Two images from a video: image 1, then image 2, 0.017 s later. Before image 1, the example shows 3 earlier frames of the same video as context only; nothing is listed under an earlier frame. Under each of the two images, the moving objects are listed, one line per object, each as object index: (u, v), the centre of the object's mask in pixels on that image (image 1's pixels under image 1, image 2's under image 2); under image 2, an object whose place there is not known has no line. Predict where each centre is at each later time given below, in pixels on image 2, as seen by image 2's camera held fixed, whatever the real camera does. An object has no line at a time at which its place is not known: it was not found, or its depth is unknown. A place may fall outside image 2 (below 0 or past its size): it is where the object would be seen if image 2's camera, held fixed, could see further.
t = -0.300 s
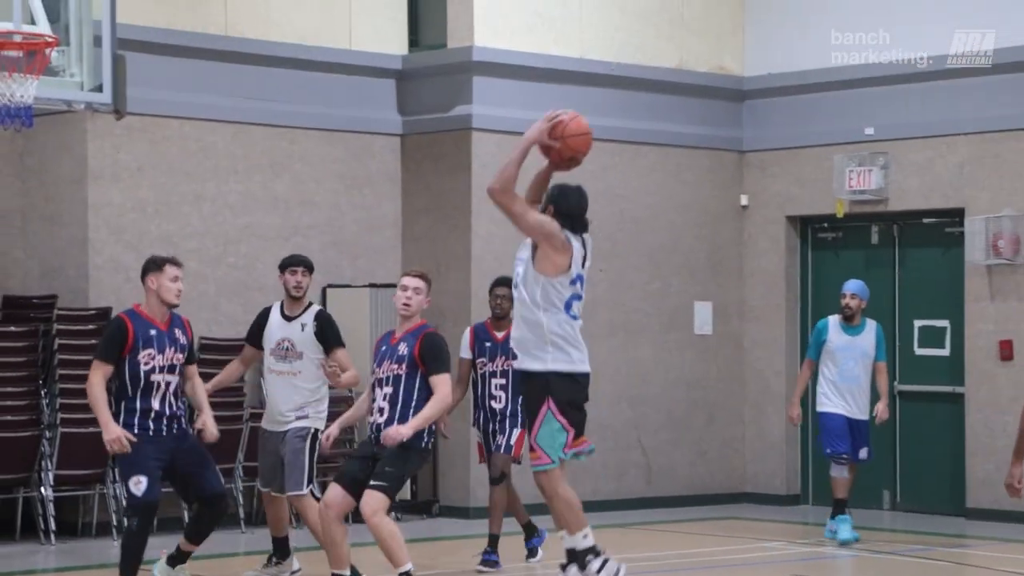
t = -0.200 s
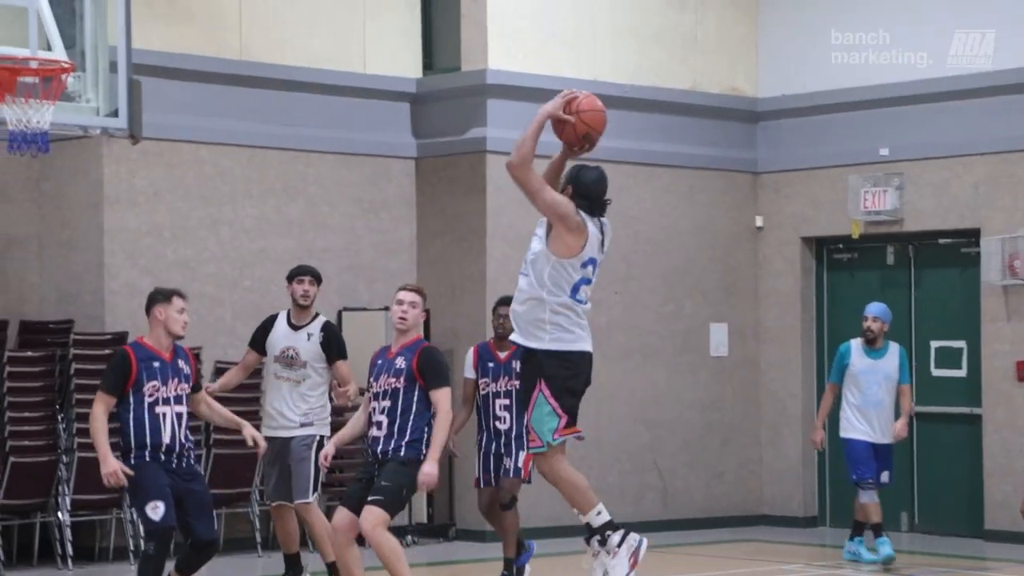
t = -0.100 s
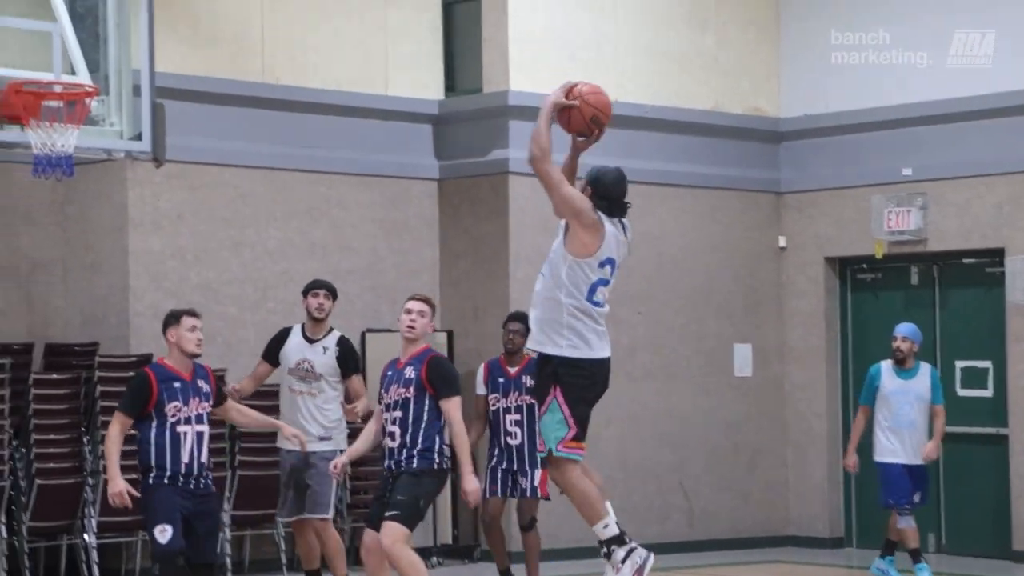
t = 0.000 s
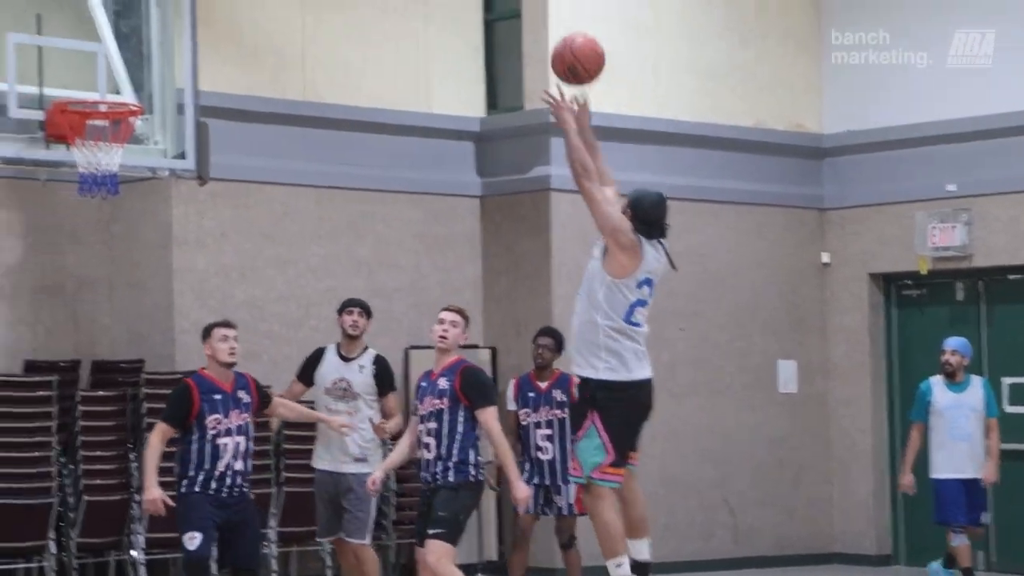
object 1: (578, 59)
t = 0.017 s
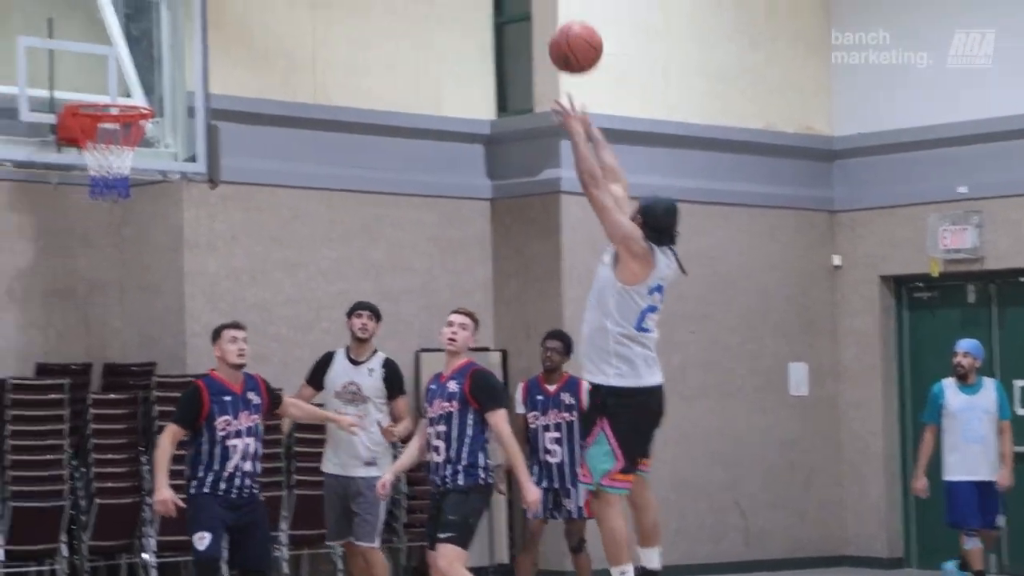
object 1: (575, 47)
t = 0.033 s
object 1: (561, 34)
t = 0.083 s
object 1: (523, 2)
